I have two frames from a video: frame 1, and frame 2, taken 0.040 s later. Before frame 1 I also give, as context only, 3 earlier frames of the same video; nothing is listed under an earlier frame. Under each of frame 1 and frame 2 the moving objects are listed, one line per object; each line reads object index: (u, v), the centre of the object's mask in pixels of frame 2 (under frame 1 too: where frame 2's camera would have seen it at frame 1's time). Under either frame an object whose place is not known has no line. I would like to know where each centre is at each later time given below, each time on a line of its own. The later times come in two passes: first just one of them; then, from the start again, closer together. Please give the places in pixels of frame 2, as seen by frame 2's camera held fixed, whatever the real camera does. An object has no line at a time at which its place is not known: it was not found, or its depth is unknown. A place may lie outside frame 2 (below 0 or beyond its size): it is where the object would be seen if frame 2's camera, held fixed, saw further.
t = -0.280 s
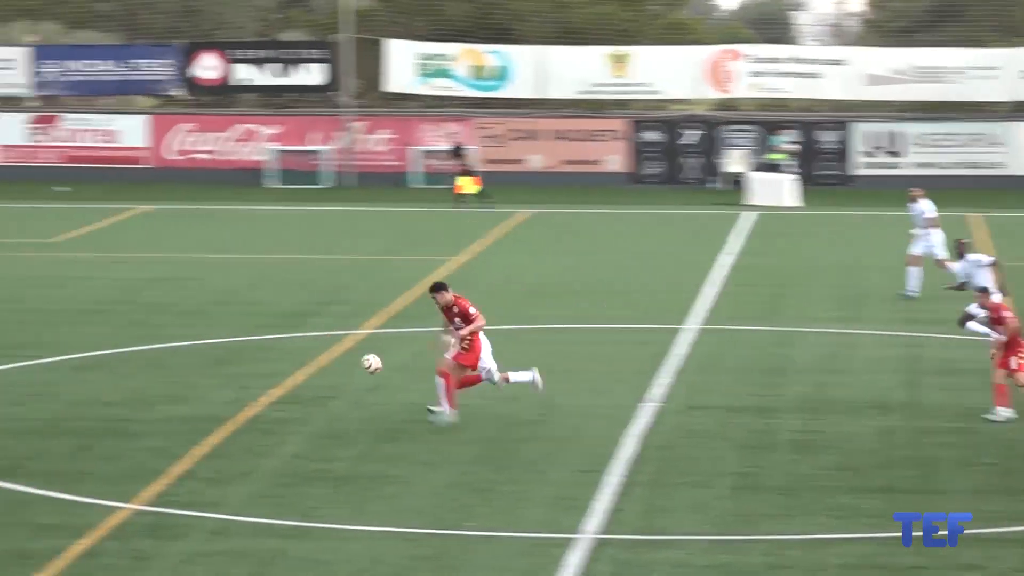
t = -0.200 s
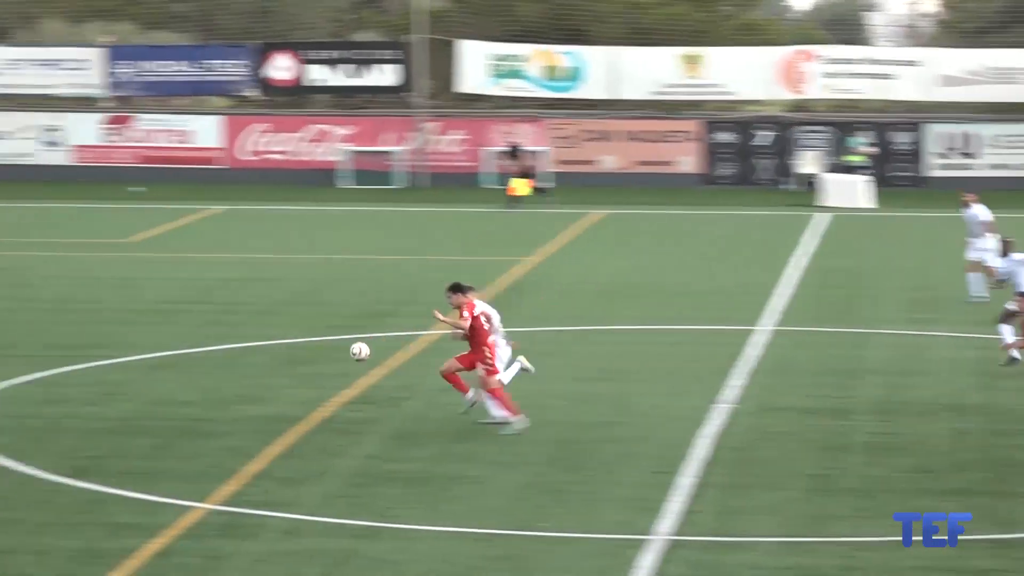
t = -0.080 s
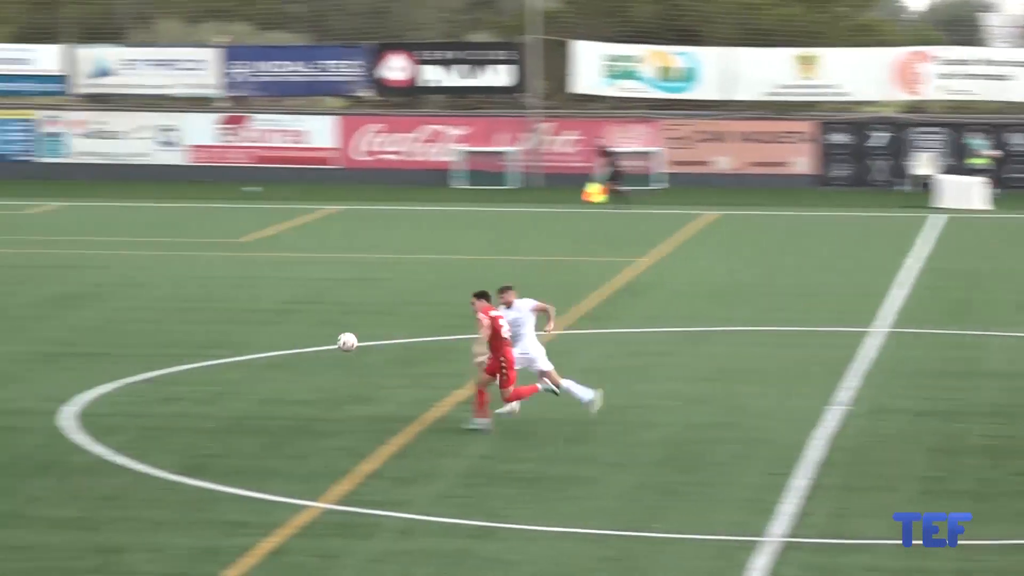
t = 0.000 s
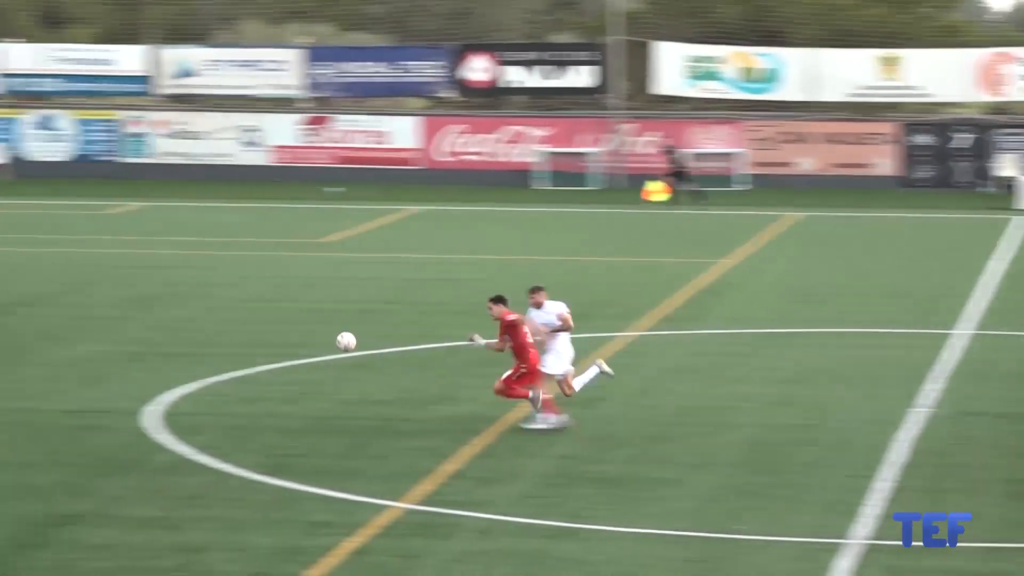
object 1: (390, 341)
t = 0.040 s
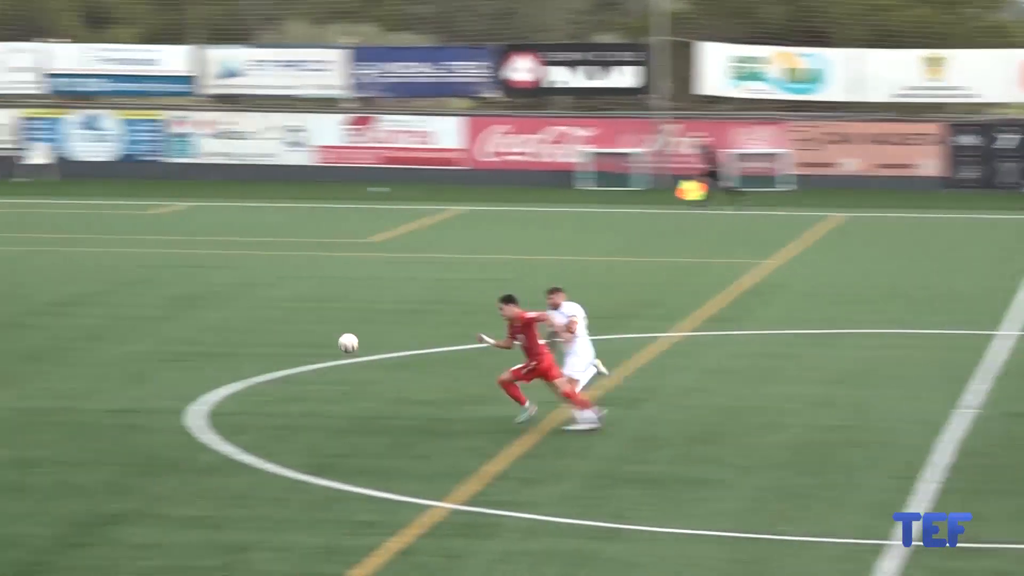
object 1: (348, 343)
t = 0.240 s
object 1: (139, 369)
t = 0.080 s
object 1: (307, 346)
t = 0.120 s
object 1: (266, 349)
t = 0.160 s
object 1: (223, 355)
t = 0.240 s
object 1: (139, 369)
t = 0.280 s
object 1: (98, 379)
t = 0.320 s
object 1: (56, 390)
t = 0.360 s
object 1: (11, 402)
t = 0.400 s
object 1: (-34, 416)
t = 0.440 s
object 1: (-79, 432)
